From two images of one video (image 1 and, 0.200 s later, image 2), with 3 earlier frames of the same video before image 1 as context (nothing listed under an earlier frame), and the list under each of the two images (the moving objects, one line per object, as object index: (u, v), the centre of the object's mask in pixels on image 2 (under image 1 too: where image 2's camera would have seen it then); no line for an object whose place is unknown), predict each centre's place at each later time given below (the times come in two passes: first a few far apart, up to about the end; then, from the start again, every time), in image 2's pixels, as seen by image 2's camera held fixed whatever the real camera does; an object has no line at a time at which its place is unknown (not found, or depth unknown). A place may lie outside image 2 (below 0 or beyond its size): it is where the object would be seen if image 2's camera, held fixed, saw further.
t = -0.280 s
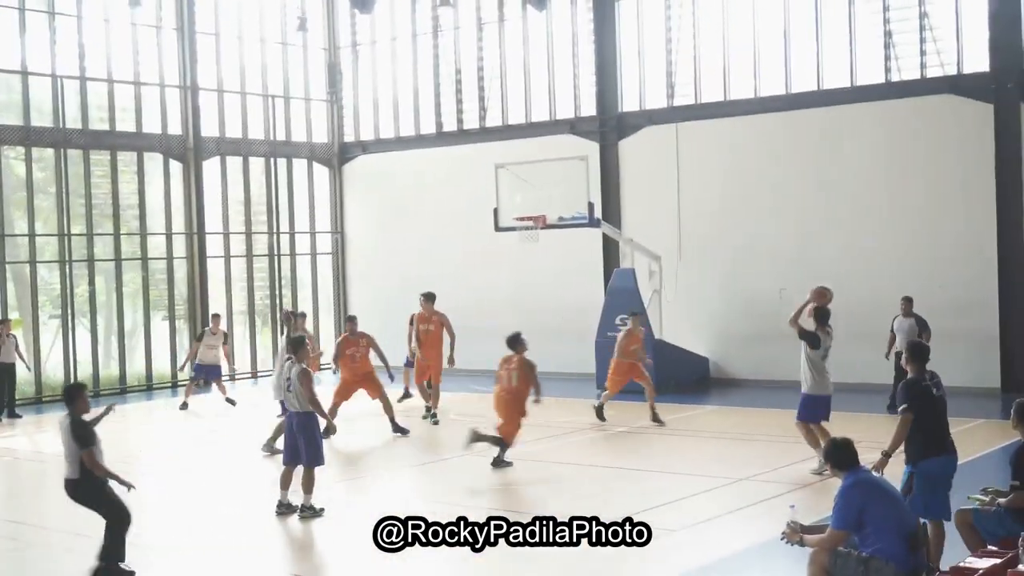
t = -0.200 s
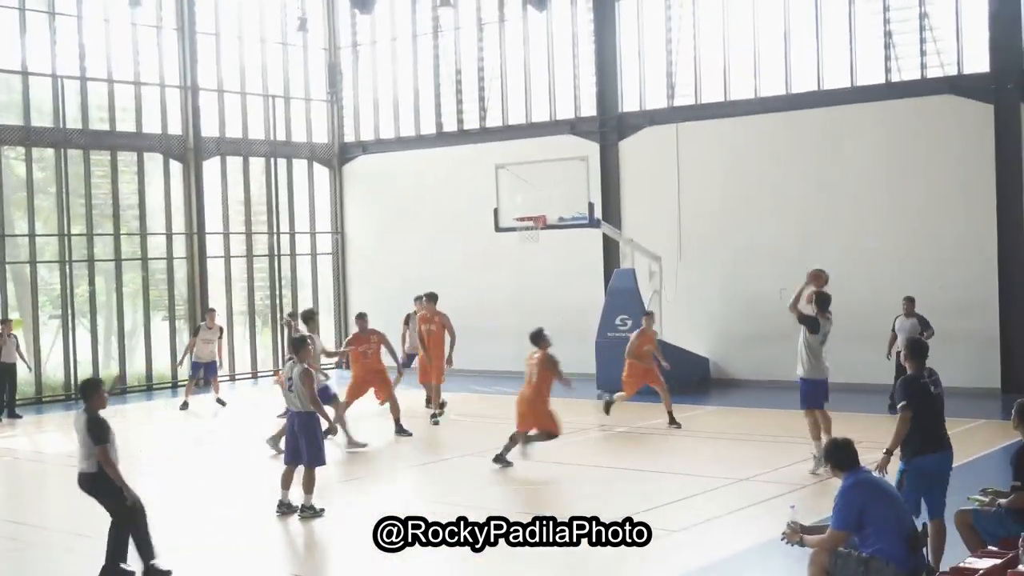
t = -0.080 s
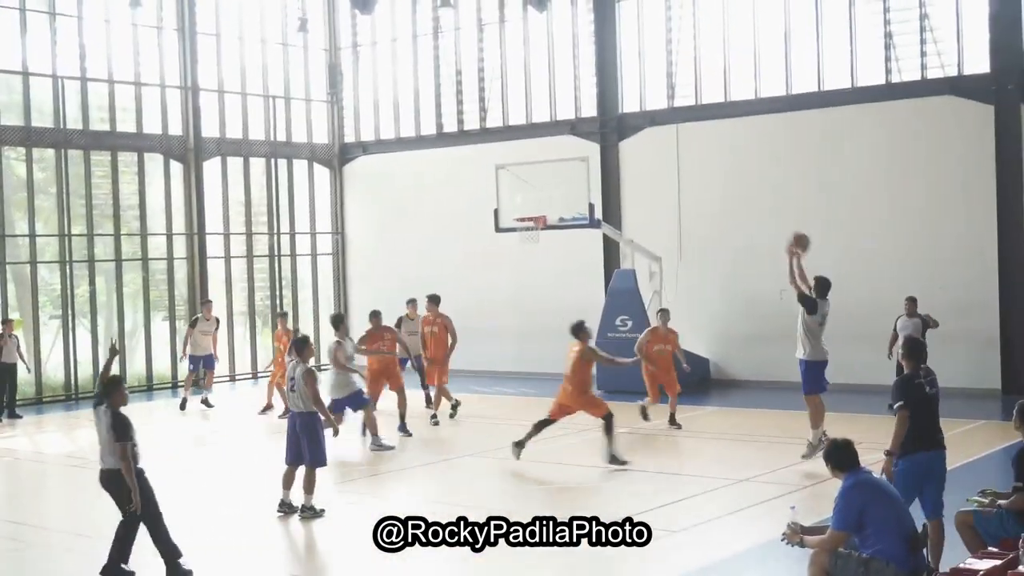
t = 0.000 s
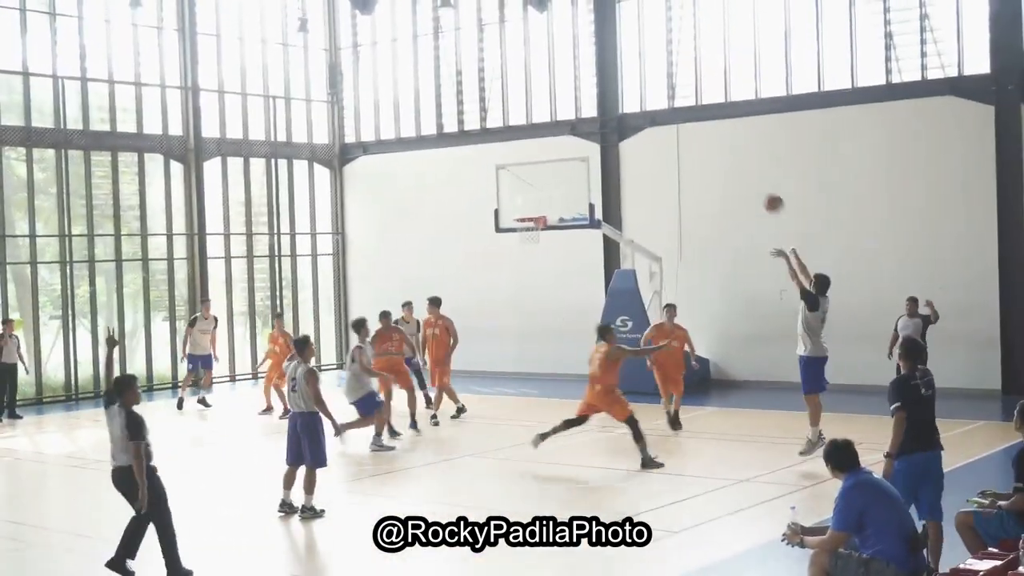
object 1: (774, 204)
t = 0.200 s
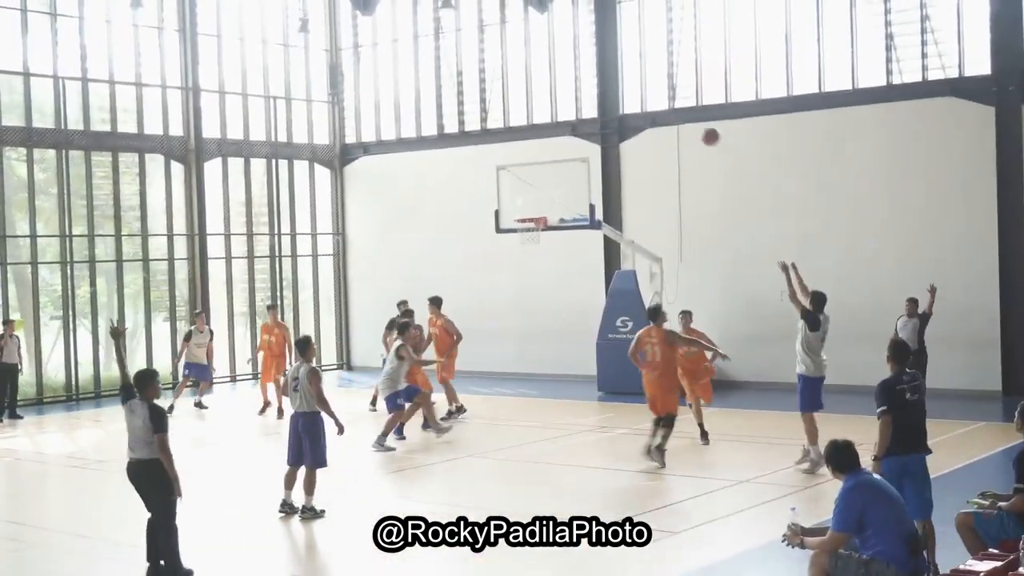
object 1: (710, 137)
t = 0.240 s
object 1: (699, 127)
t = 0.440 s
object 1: (646, 104)
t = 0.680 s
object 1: (593, 114)
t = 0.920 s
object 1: (546, 162)
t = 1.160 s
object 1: (520, 198)
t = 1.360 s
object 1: (530, 159)
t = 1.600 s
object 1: (533, 144)
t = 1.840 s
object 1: (536, 159)
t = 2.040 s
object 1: (533, 174)
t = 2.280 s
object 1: (529, 223)
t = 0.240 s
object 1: (699, 127)
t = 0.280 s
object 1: (687, 119)
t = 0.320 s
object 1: (676, 114)
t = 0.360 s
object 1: (666, 113)
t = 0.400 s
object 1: (656, 105)
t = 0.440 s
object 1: (646, 104)
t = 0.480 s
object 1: (636, 103)
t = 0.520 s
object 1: (627, 103)
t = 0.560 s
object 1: (617, 105)
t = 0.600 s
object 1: (609, 107)
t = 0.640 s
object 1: (603, 110)
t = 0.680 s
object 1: (593, 114)
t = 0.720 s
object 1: (584, 121)
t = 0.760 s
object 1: (576, 127)
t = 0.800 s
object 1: (569, 133)
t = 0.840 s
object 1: (561, 142)
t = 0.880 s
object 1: (553, 152)
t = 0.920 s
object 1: (546, 162)
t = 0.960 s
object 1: (539, 173)
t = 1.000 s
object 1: (532, 184)
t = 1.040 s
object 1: (526, 196)
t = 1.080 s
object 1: (519, 210)
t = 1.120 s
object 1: (518, 210)
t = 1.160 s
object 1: (520, 198)
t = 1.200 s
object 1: (522, 188)
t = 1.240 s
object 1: (524, 180)
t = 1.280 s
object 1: (526, 172)
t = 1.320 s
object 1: (528, 165)
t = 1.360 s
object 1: (530, 159)
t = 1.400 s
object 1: (530, 154)
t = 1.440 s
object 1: (531, 150)
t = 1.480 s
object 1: (531, 147)
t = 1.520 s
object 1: (532, 145)
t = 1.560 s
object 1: (532, 144)
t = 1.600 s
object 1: (533, 144)
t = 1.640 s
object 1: (533, 145)
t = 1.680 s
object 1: (534, 147)
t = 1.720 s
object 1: (535, 150)
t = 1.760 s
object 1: (535, 154)
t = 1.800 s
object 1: (536, 159)
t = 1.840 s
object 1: (536, 159)
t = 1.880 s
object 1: (535, 160)
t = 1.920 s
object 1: (535, 162)
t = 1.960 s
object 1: (534, 166)
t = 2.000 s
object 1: (534, 169)
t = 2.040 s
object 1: (533, 174)
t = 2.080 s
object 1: (532, 181)
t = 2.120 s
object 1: (532, 188)
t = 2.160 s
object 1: (532, 196)
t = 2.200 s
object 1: (532, 206)
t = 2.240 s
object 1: (531, 215)
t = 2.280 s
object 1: (529, 223)
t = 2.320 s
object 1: (527, 232)
